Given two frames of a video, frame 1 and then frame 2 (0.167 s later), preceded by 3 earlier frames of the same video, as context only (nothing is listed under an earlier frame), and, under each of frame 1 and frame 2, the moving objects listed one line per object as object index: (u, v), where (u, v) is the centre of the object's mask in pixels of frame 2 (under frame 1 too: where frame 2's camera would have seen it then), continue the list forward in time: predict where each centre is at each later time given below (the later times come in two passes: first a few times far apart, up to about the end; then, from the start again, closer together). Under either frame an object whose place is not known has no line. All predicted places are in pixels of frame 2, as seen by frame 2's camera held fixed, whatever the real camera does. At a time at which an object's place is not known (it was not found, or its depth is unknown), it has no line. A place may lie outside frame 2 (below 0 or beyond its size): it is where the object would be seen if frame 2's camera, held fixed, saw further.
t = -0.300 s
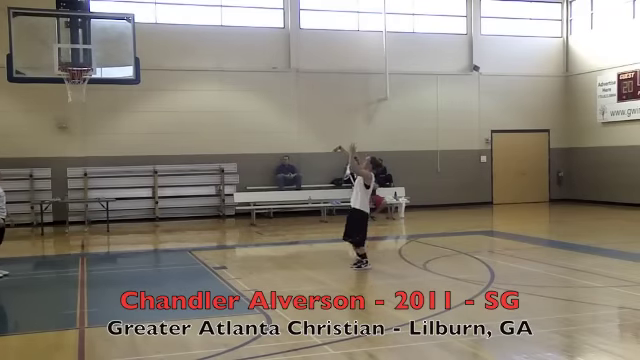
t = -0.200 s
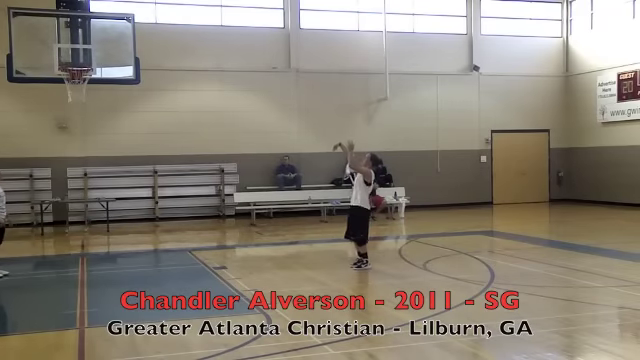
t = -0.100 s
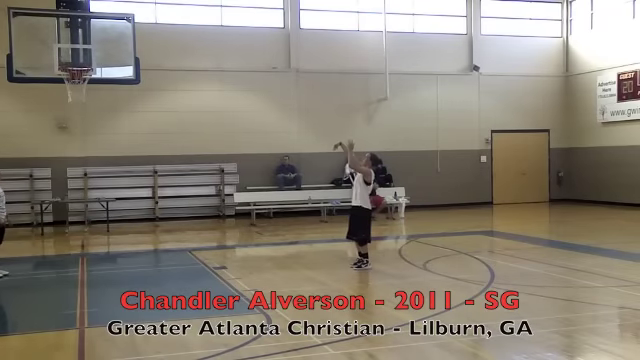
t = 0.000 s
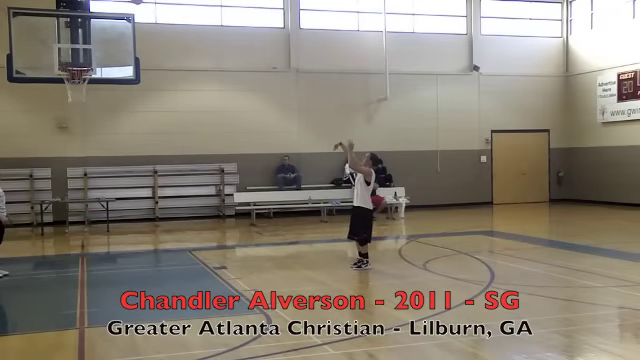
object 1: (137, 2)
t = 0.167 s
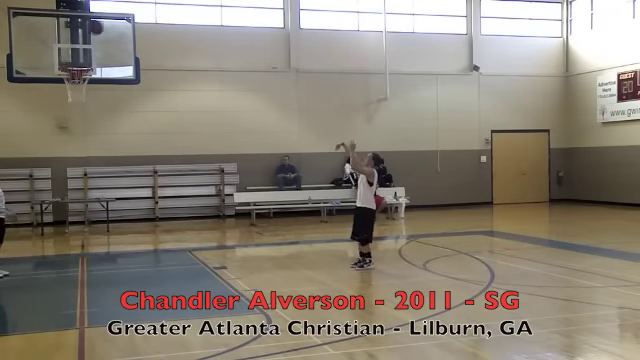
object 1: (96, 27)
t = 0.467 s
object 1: (107, 55)
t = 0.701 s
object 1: (167, 72)
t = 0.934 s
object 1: (223, 122)
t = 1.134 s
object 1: (267, 188)
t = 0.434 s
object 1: (98, 55)
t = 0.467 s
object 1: (107, 55)
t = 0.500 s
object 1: (115, 55)
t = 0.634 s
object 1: (150, 64)
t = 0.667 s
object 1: (159, 68)
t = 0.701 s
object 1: (167, 72)
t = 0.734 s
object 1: (175, 77)
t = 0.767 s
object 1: (183, 83)
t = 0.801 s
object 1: (191, 90)
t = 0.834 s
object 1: (199, 97)
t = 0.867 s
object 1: (207, 104)
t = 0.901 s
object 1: (215, 113)
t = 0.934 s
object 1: (223, 122)
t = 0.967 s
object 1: (230, 131)
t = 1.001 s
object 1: (238, 141)
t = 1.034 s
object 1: (246, 152)
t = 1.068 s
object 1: (253, 165)
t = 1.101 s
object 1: (260, 176)
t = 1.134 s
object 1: (267, 188)
